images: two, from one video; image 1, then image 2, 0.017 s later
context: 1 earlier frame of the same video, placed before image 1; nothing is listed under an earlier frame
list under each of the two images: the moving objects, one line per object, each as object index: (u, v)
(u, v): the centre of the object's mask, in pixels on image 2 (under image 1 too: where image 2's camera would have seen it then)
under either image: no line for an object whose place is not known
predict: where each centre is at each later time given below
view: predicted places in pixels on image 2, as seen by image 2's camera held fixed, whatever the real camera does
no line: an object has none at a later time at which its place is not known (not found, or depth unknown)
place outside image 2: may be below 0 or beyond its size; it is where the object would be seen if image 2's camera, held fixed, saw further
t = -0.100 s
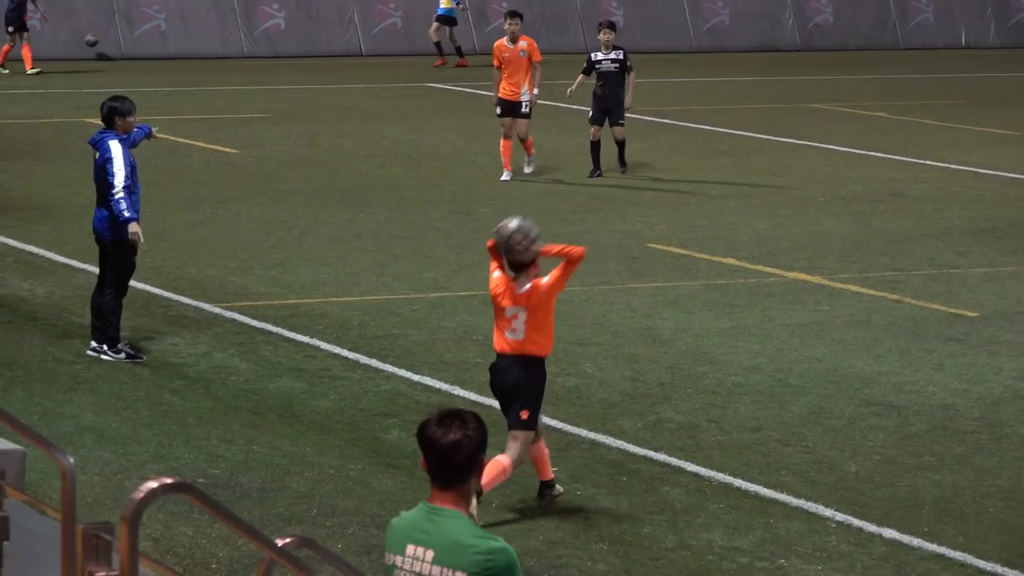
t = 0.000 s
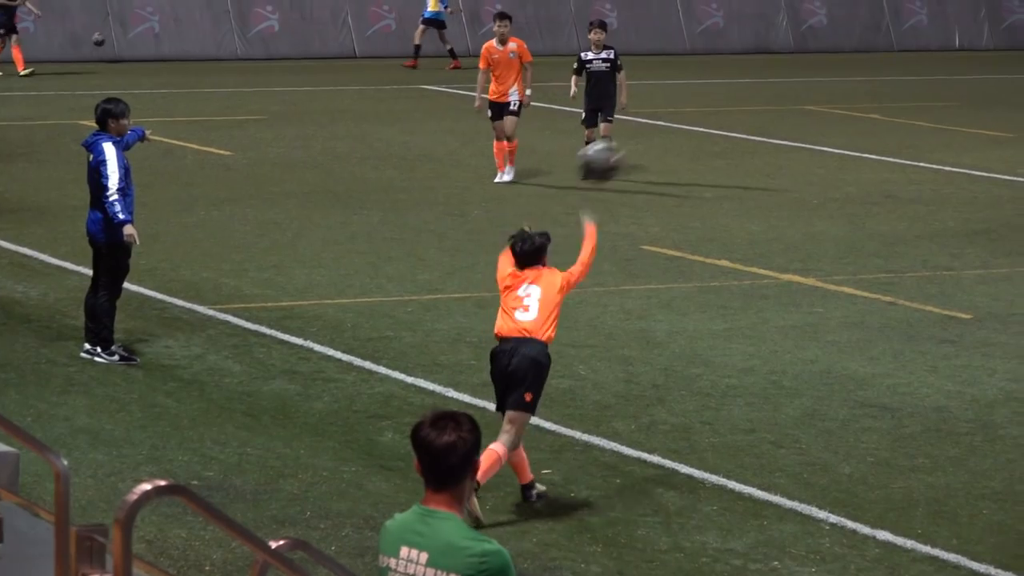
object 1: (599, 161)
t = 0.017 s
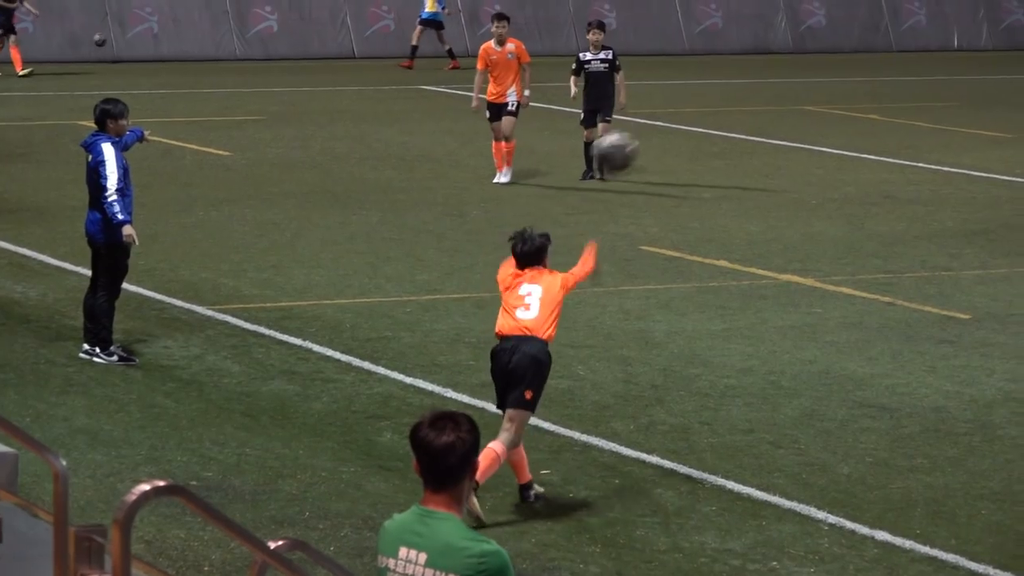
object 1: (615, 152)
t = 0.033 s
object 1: (630, 141)
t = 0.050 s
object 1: (643, 134)
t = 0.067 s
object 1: (658, 127)
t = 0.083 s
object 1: (671, 120)
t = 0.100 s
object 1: (684, 112)
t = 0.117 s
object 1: (696, 107)
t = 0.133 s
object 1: (709, 102)
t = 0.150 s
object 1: (720, 97)
